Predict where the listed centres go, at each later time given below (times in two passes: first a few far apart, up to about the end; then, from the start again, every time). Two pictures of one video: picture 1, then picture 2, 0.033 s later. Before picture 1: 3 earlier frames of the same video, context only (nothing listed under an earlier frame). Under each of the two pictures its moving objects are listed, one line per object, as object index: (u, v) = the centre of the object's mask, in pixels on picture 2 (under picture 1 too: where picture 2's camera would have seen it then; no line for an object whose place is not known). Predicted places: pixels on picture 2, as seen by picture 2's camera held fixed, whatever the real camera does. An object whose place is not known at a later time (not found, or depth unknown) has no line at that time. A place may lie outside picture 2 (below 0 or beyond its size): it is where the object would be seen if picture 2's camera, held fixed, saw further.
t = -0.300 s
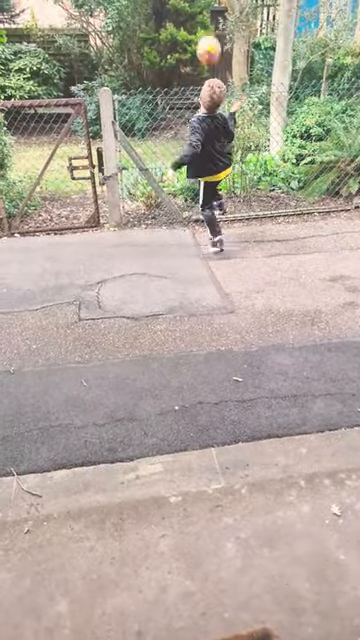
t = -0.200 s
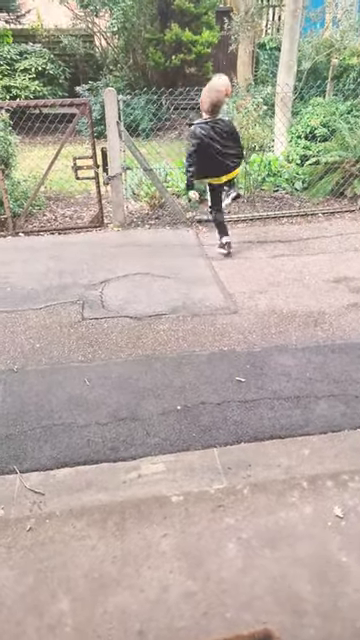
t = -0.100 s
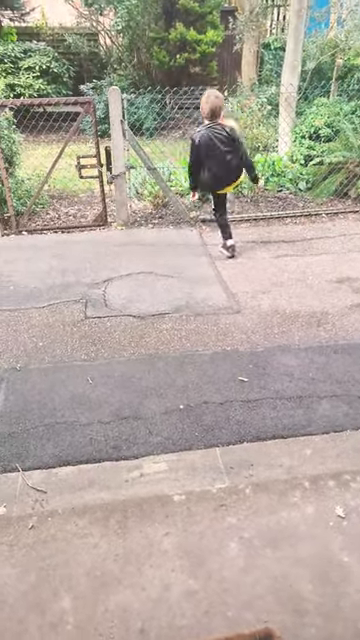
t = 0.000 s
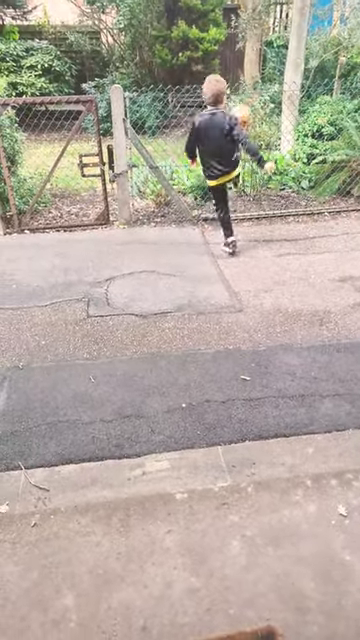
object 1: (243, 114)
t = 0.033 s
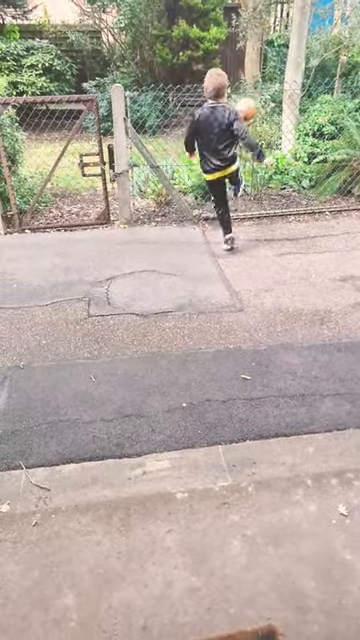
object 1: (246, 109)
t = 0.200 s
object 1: (262, 101)
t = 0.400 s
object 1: (280, 133)
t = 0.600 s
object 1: (292, 202)
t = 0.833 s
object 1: (325, 186)
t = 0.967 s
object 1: (346, 193)
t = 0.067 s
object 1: (249, 105)
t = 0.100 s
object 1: (253, 101)
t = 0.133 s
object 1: (256, 100)
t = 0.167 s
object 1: (258, 99)
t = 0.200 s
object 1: (262, 101)
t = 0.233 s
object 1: (266, 102)
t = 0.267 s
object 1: (268, 105)
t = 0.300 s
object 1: (273, 110)
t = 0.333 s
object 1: (276, 116)
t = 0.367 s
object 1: (279, 124)
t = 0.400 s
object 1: (280, 133)
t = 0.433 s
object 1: (283, 141)
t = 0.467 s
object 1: (285, 153)
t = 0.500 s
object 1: (286, 163)
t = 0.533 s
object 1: (288, 175)
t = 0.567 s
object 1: (290, 187)
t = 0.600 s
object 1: (292, 202)
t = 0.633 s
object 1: (295, 211)
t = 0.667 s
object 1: (298, 205)
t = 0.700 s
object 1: (305, 199)
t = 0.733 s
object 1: (310, 195)
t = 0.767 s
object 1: (315, 191)
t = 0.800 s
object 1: (320, 188)
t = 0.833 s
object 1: (325, 186)
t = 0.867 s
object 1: (330, 188)
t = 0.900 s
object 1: (334, 188)
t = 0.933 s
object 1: (340, 190)
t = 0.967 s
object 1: (346, 193)
